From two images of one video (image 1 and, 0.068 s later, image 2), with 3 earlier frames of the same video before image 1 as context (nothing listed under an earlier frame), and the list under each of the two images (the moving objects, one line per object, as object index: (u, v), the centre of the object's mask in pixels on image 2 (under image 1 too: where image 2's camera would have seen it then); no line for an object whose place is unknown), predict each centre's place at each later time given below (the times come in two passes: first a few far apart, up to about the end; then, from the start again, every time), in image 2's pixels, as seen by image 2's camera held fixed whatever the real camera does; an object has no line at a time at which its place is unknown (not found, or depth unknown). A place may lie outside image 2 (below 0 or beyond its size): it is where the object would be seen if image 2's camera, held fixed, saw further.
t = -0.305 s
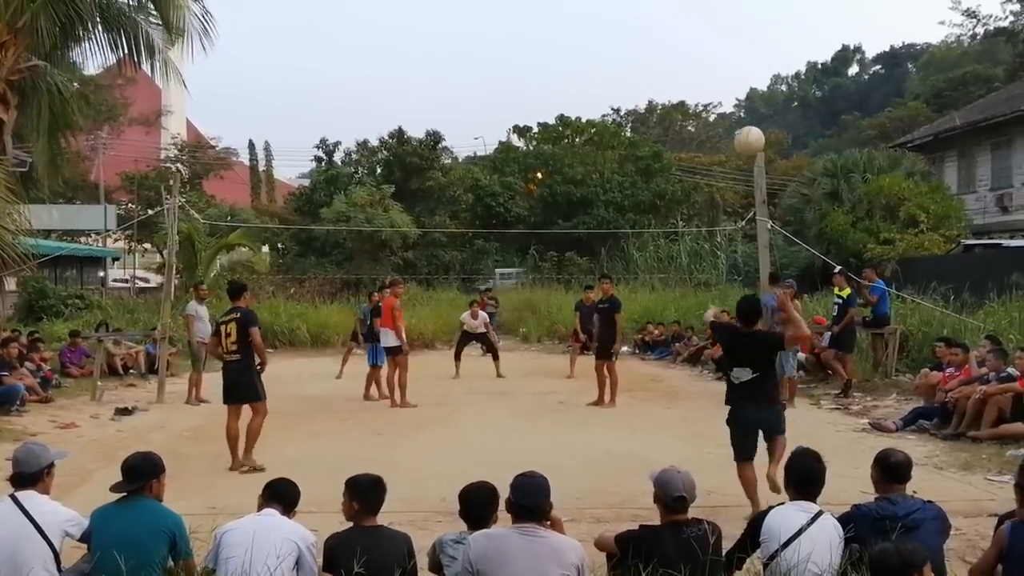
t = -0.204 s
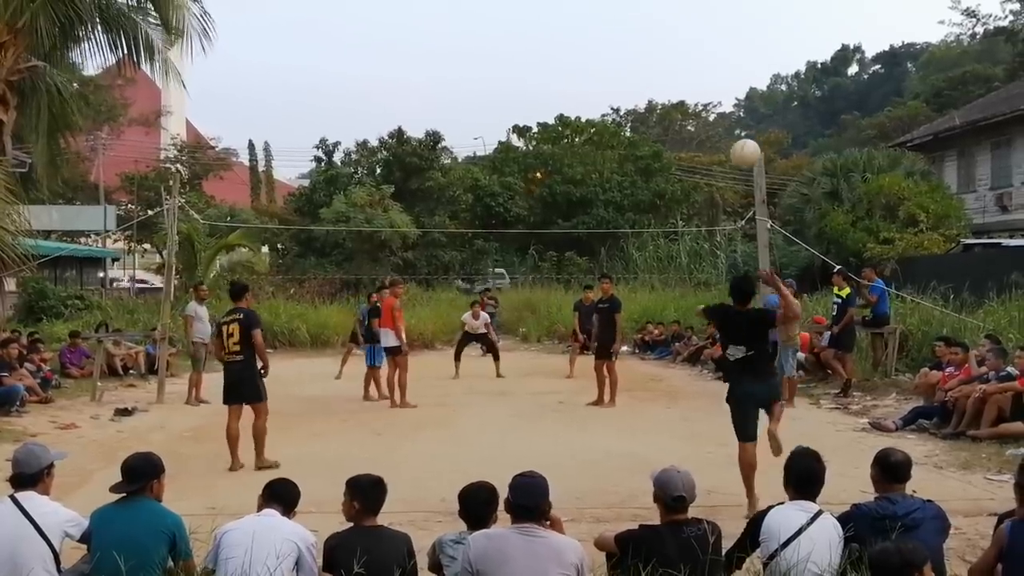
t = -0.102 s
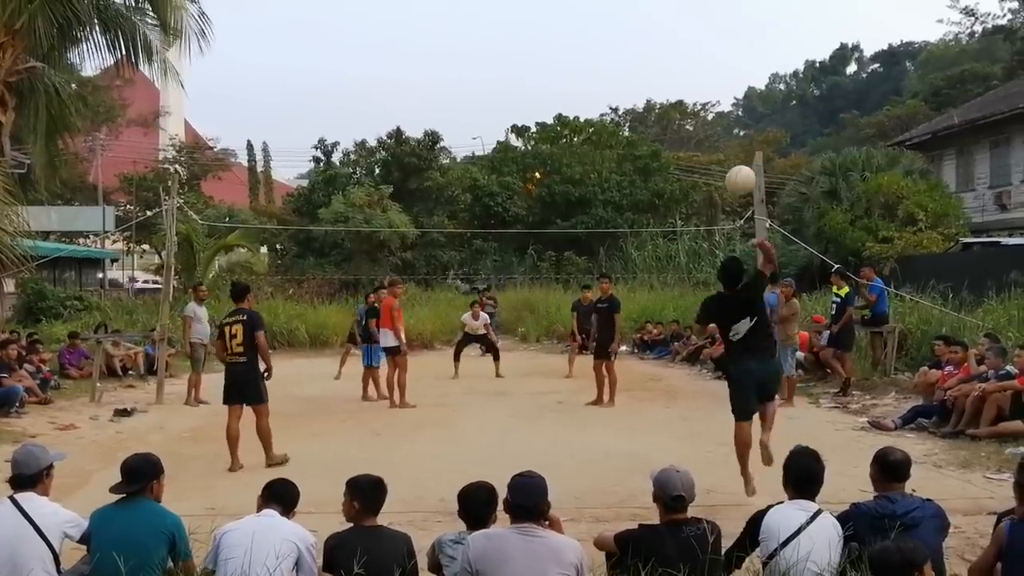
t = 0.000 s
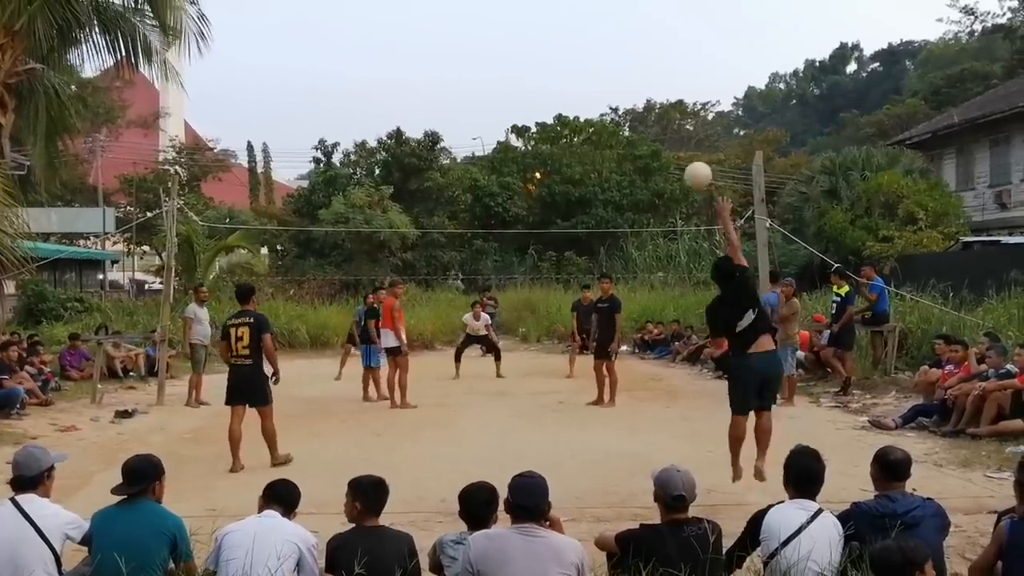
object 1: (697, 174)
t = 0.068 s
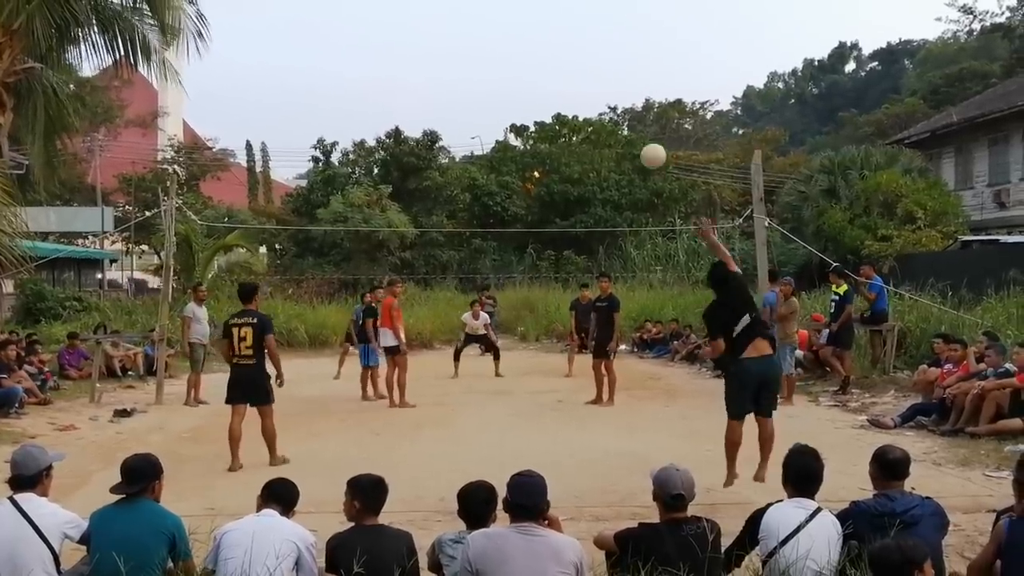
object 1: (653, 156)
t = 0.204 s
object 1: (585, 144)
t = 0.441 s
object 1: (502, 174)
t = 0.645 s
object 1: (454, 231)
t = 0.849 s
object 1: (440, 266)
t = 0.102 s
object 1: (634, 150)
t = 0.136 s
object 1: (617, 146)
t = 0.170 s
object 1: (600, 144)
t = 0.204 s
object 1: (585, 144)
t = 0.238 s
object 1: (571, 145)
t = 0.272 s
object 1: (557, 148)
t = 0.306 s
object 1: (545, 151)
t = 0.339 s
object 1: (533, 156)
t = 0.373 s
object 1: (522, 161)
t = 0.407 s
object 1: (512, 168)
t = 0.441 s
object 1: (502, 174)
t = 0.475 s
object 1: (493, 182)
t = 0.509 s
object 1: (484, 191)
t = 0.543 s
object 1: (477, 200)
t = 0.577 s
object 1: (468, 210)
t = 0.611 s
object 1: (461, 221)
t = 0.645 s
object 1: (454, 231)
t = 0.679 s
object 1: (447, 243)
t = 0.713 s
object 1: (443, 252)
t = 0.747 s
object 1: (444, 258)
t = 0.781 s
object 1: (442, 263)
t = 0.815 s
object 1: (441, 265)
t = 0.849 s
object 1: (440, 266)
